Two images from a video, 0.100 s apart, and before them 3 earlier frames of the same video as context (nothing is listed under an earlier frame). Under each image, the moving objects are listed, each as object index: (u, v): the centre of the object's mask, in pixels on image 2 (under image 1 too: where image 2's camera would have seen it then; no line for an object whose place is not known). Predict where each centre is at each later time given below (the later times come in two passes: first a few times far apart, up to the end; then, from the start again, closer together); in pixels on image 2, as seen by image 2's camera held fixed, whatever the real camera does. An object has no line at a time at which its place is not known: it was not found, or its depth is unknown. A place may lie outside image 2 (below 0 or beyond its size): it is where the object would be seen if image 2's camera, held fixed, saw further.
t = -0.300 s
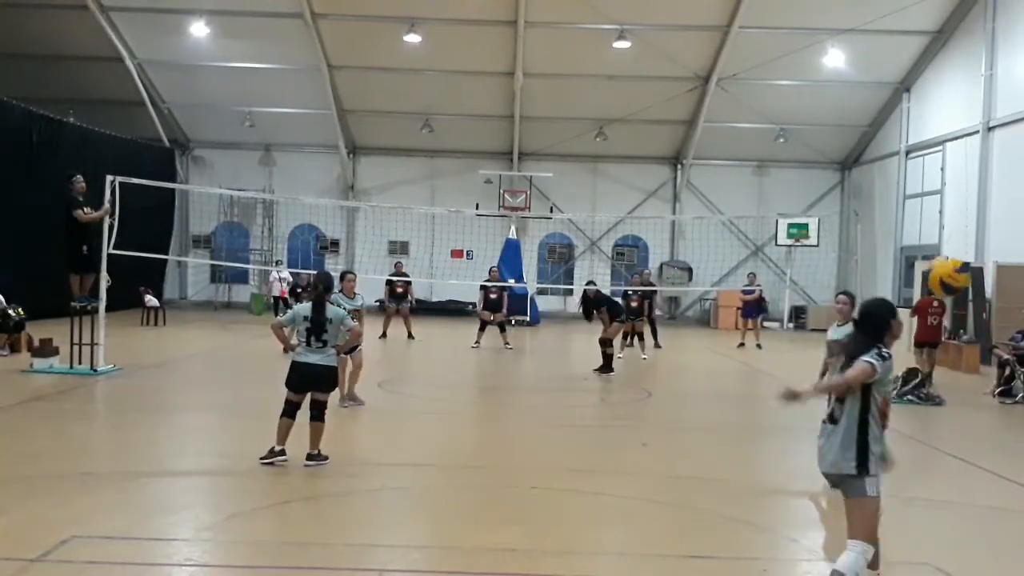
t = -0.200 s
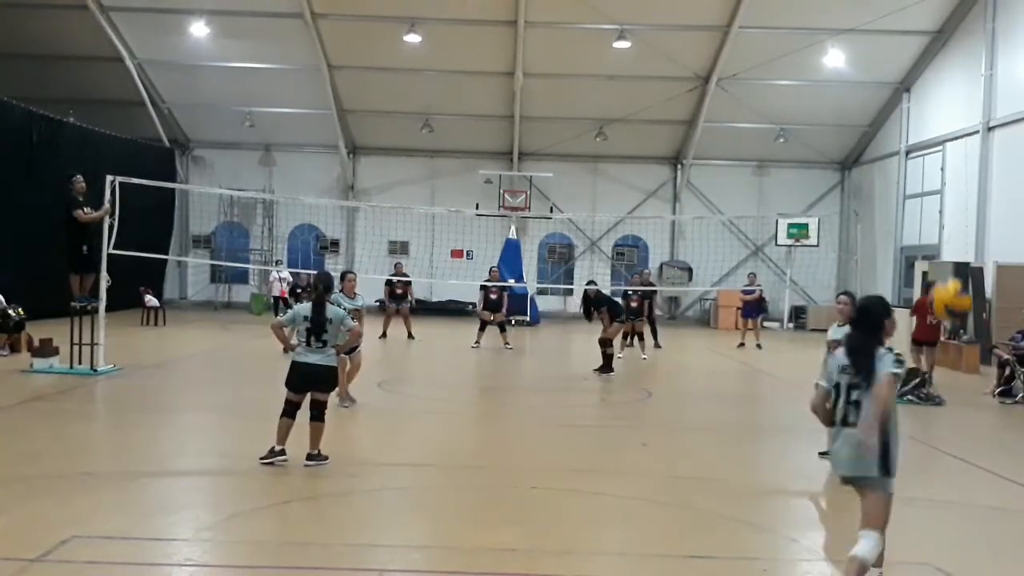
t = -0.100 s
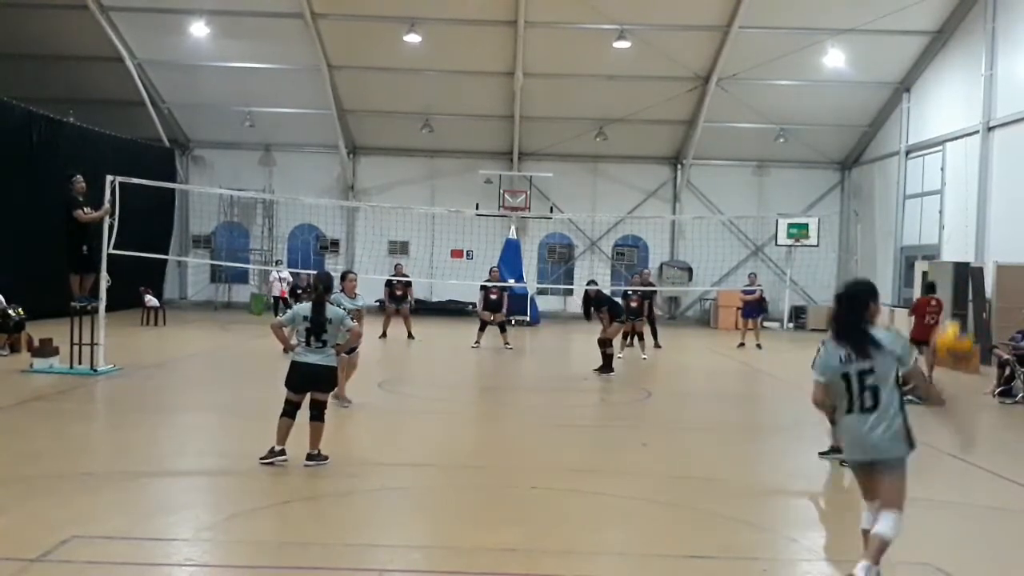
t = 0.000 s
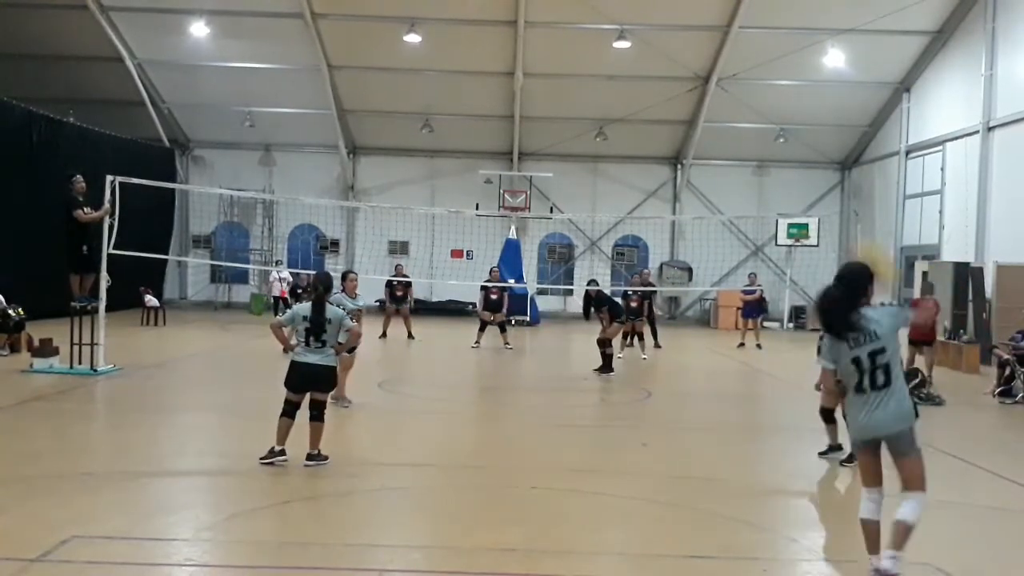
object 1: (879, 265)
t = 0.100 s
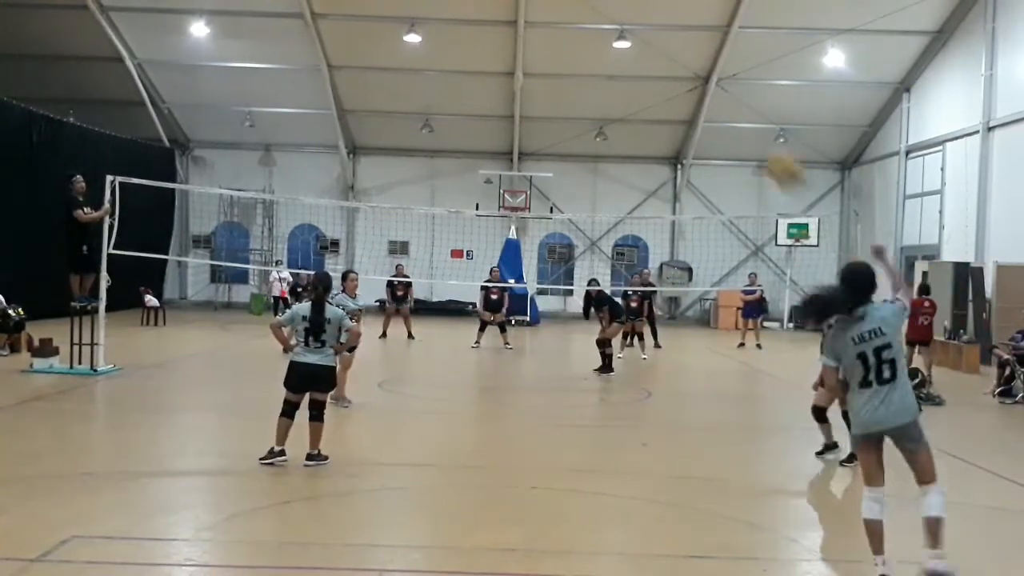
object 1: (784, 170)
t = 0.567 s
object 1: (564, 45)
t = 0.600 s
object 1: (555, 47)
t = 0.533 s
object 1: (575, 45)
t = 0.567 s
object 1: (564, 45)
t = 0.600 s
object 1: (555, 47)
